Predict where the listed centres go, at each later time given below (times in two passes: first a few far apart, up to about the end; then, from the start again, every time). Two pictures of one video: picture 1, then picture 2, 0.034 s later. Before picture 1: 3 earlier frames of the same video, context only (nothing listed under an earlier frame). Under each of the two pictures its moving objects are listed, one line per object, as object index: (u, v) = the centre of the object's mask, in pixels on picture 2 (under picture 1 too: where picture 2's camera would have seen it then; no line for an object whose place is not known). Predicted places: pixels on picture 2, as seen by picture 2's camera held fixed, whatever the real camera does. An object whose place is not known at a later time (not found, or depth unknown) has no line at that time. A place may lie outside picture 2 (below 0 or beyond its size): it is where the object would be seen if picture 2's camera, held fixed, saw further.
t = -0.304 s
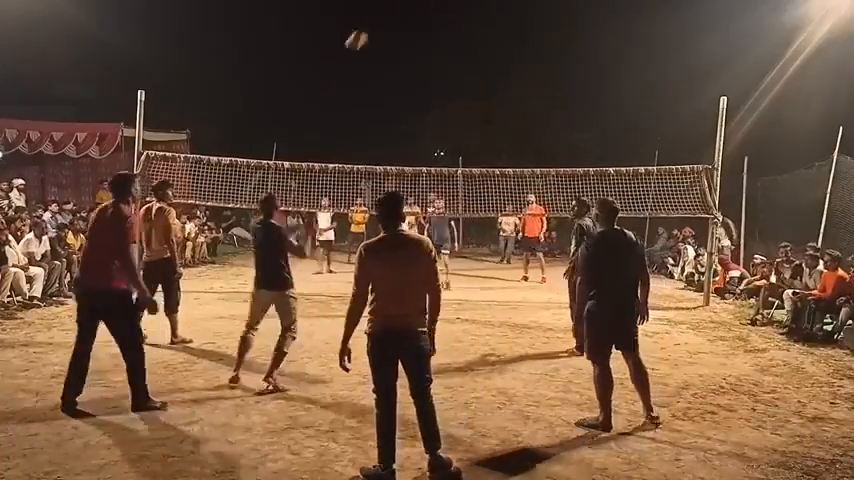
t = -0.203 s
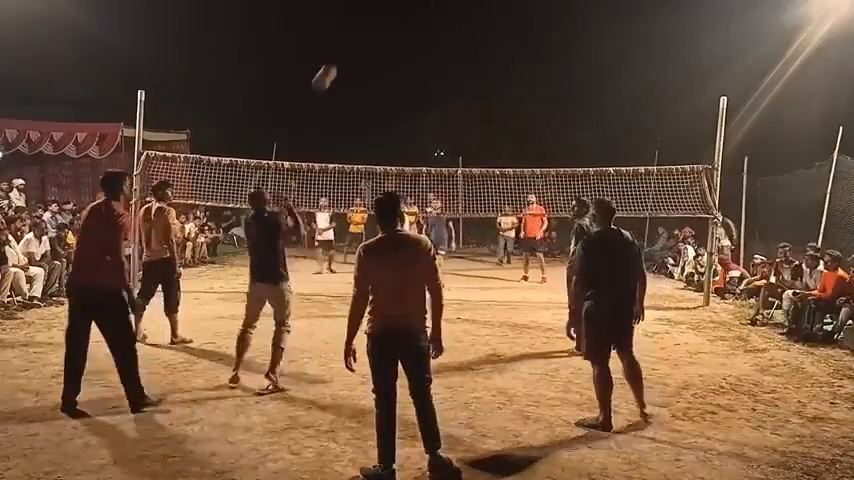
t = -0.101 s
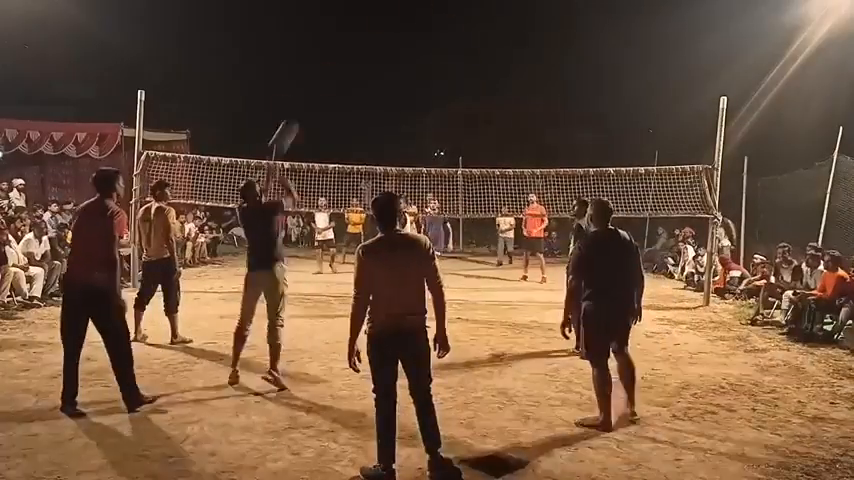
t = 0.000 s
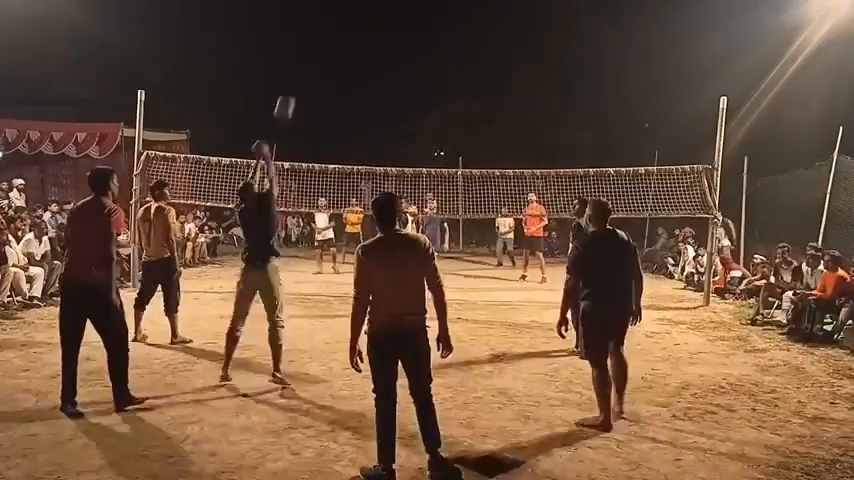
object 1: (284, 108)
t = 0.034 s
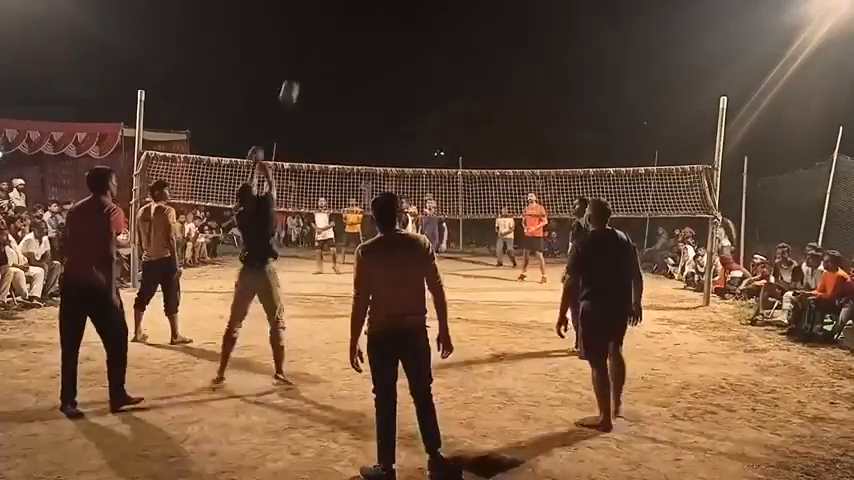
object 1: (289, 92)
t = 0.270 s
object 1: (312, 37)
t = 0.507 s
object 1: (328, 40)
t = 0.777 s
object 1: (340, 82)
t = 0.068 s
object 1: (293, 79)
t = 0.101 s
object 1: (296, 68)
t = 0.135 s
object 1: (300, 58)
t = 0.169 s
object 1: (304, 51)
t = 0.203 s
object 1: (307, 46)
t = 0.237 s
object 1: (310, 41)
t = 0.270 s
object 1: (312, 37)
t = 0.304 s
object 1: (315, 34)
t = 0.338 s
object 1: (317, 33)
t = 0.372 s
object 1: (320, 33)
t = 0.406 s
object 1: (322, 34)
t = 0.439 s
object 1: (324, 35)
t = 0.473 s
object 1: (326, 37)
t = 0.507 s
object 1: (328, 40)
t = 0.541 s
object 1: (330, 43)
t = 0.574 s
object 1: (331, 47)
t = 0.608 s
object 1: (333, 52)
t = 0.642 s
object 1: (335, 57)
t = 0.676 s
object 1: (336, 63)
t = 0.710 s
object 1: (337, 69)
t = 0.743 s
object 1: (339, 75)
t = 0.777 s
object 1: (340, 82)
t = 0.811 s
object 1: (341, 89)
